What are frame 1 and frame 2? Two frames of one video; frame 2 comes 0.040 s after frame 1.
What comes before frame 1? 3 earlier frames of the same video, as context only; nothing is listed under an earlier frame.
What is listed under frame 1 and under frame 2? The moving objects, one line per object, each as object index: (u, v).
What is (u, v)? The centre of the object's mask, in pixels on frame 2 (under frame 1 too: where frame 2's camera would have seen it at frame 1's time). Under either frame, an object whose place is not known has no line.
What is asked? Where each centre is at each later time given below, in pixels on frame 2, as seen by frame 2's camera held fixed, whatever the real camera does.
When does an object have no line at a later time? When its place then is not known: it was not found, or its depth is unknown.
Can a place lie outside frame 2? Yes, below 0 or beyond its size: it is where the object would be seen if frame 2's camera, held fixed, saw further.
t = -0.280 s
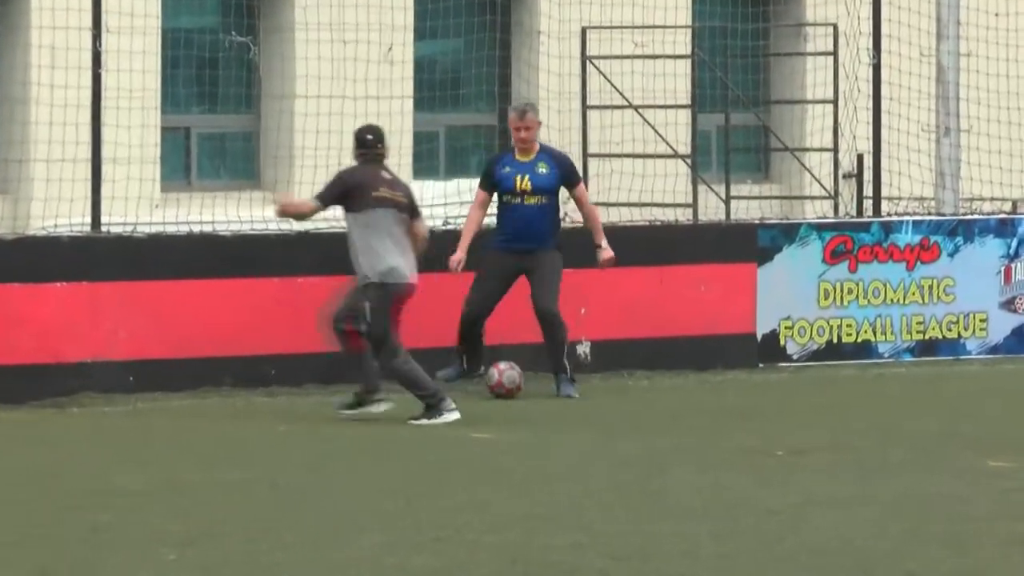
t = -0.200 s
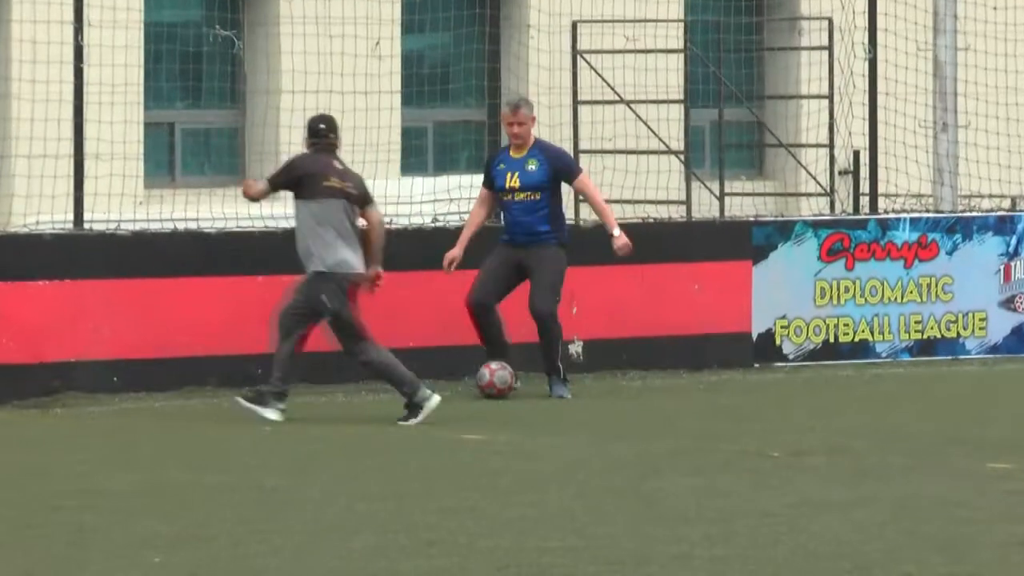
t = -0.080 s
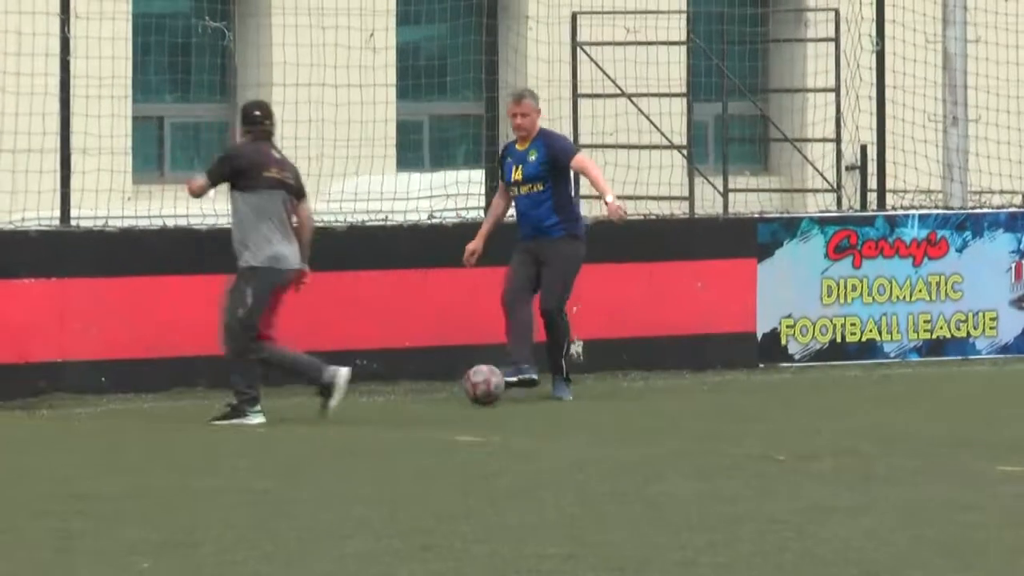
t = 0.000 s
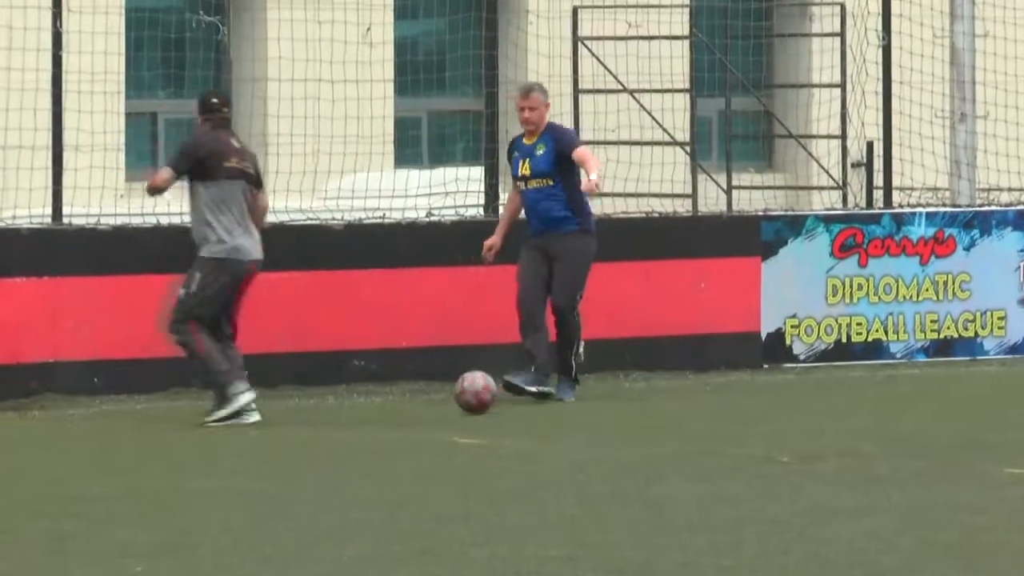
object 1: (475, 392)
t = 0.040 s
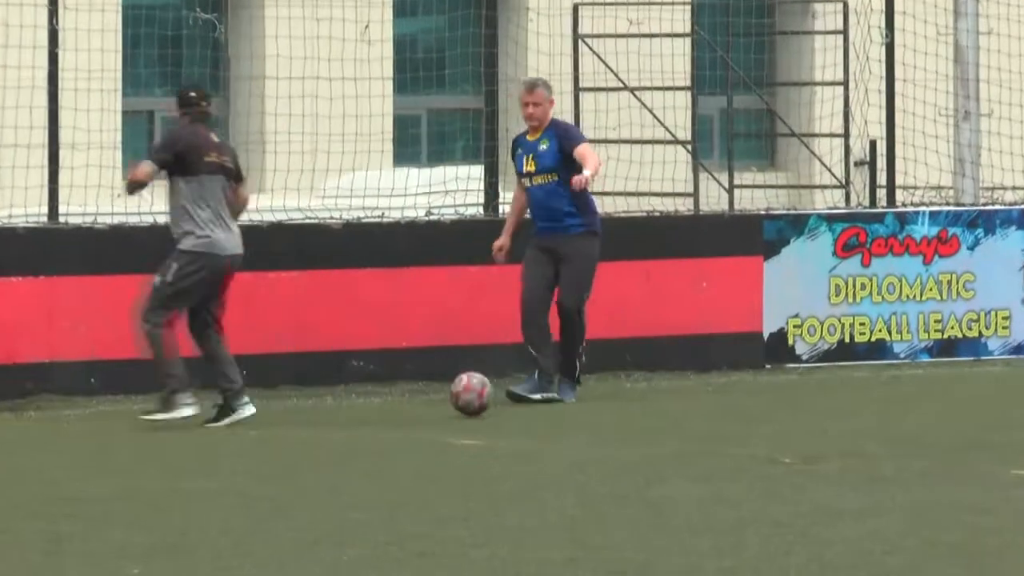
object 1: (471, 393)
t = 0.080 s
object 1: (467, 392)
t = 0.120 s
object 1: (463, 392)
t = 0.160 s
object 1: (460, 396)
